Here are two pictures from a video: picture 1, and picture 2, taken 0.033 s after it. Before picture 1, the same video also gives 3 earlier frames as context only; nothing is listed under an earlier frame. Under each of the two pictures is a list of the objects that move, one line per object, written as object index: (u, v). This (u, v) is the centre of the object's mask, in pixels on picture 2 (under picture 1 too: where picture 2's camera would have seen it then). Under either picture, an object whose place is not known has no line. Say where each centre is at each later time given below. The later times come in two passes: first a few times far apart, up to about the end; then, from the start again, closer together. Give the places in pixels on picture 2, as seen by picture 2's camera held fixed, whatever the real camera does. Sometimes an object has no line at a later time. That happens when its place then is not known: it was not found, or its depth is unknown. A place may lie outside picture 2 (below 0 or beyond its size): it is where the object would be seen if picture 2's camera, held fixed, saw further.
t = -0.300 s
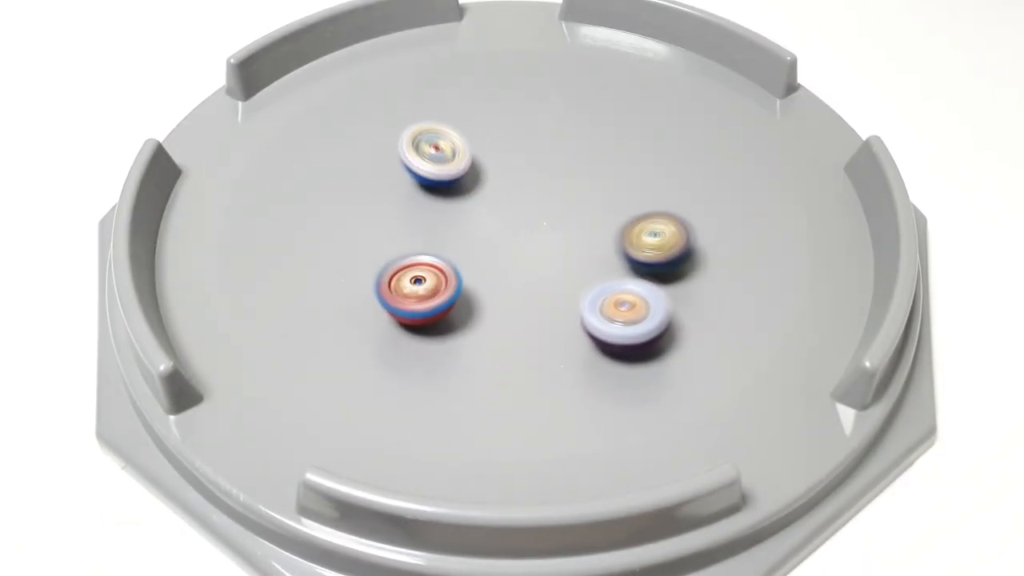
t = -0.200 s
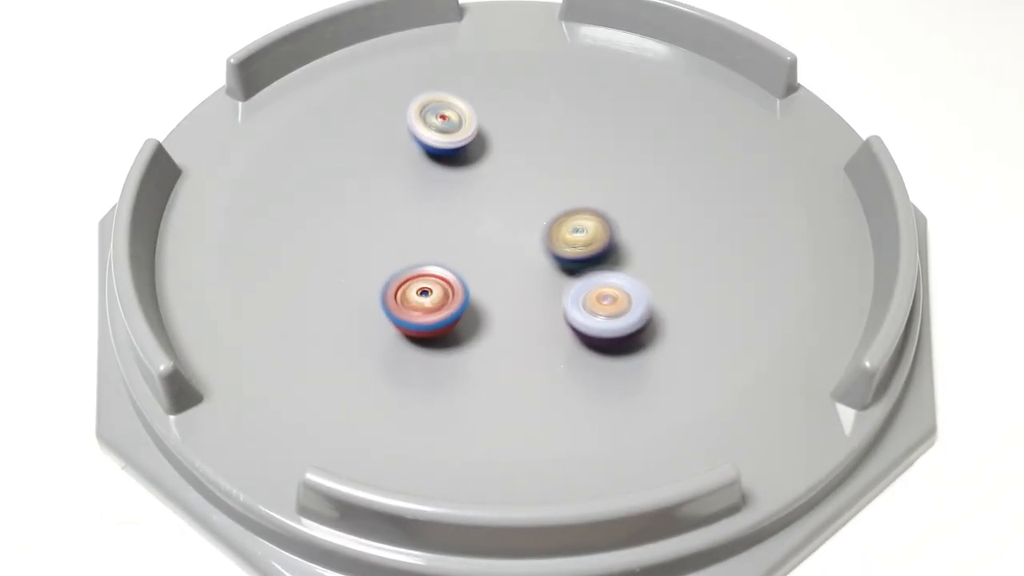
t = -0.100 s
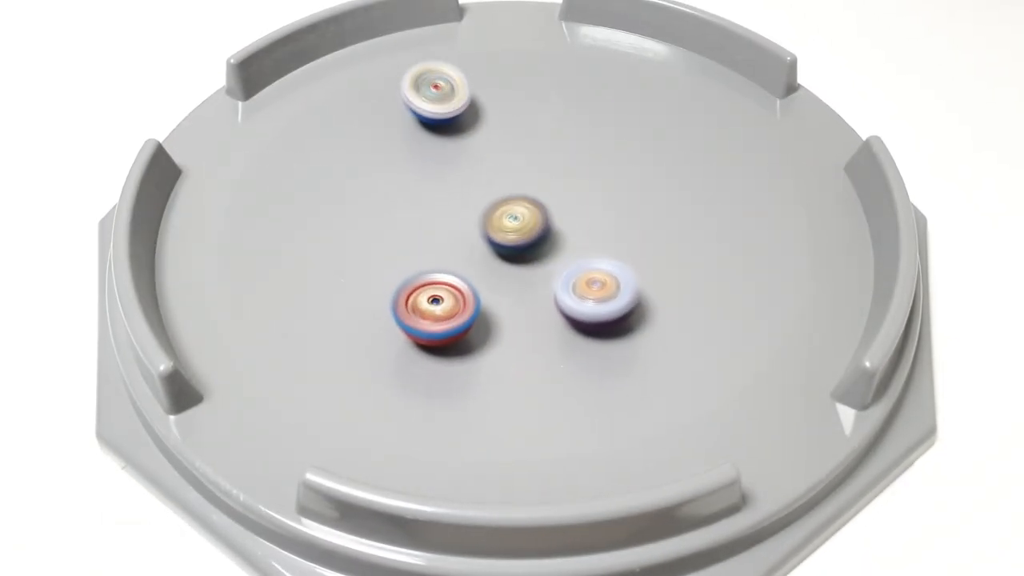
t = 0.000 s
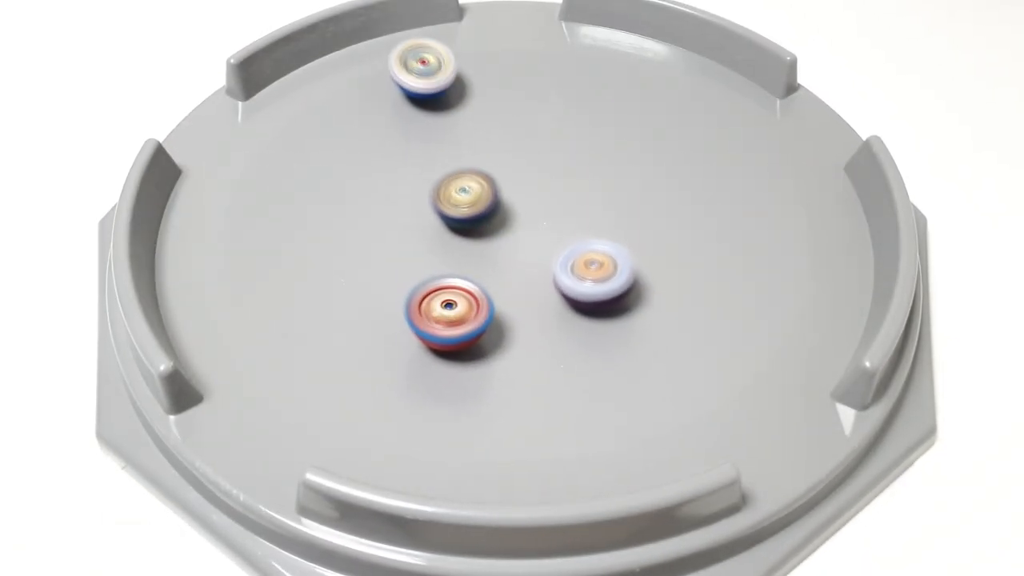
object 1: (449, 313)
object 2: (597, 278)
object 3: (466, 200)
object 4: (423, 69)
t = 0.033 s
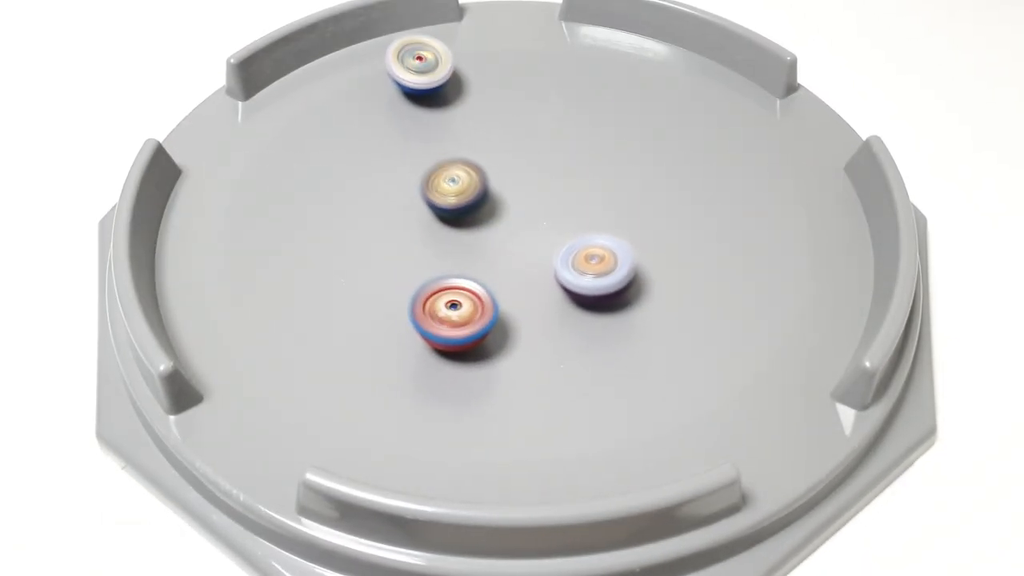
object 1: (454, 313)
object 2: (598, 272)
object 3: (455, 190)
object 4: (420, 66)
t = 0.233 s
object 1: (484, 306)
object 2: (618, 244)
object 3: (423, 138)
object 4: (419, 77)
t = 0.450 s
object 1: (506, 285)
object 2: (638, 218)
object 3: (447, 224)
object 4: (432, 52)
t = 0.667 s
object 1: (584, 277)
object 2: (639, 195)
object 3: (380, 245)
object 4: (445, 76)
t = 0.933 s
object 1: (657, 233)
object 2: (617, 174)
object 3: (333, 220)
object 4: (545, 102)
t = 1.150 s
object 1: (688, 190)
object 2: (585, 171)
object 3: (369, 210)
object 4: (589, 107)
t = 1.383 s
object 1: (798, 134)
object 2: (471, 147)
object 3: (443, 219)
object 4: (594, 120)
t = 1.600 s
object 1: (820, 126)
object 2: (422, 105)
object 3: (521, 231)
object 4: (591, 143)
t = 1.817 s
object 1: (821, 135)
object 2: (448, 73)
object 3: (564, 236)
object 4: (595, 182)
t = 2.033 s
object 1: (792, 148)
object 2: (500, 106)
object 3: (502, 352)
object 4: (604, 162)
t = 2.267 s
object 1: (690, 161)
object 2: (492, 178)
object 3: (440, 377)
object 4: (581, 157)
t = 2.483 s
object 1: (643, 222)
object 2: (456, 233)
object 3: (430, 328)
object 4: (477, 135)
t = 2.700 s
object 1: (609, 293)
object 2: (378, 236)
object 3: (502, 318)
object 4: (370, 137)
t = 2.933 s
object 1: (745, 318)
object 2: (338, 219)
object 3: (405, 295)
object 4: (344, 151)
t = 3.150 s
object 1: (785, 290)
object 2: (386, 227)
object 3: (423, 288)
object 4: (289, 99)
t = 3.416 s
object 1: (738, 253)
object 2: (475, 250)
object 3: (525, 328)
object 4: (399, 96)
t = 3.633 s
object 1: (626, 219)
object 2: (534, 240)
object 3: (588, 334)
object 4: (503, 111)
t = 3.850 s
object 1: (637, 172)
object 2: (459, 257)
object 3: (622, 303)
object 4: (596, 120)
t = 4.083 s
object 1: (658, 199)
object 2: (411, 243)
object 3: (636, 257)
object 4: (645, 125)
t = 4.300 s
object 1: (676, 211)
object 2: (406, 226)
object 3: (581, 267)
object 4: (653, 141)
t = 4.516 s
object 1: (660, 226)
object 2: (425, 211)
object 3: (524, 244)
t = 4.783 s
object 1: (582, 299)
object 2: (368, 160)
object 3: (598, 233)
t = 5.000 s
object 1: (505, 339)
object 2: (395, 141)
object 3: (640, 237)
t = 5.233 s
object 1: (445, 342)
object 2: (369, 112)
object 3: (648, 237)
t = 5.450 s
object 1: (411, 309)
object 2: (382, 96)
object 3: (629, 223)
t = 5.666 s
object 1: (390, 247)
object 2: (426, 125)
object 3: (686, 271)
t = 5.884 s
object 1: (380, 211)
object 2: (410, 133)
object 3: (655, 294)
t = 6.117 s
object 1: (381, 299)
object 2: (456, 107)
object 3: (594, 284)
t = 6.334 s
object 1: (440, 351)
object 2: (501, 113)
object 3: (556, 259)
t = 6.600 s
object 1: (550, 347)
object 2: (556, 144)
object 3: (502, 229)
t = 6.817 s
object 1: (614, 295)
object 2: (595, 166)
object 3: (476, 207)
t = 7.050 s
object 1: (655, 255)
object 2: (635, 193)
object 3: (476, 193)
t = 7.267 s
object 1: (688, 258)
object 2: (643, 189)
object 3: (442, 175)
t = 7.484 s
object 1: (685, 257)
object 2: (628, 181)
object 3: (430, 167)
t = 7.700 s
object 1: (644, 249)
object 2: (590, 180)
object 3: (425, 168)
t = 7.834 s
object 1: (600, 240)
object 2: (562, 179)
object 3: (434, 174)
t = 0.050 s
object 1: (456, 313)
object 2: (598, 269)
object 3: (450, 184)
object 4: (418, 64)
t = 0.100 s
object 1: (464, 313)
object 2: (602, 262)
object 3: (439, 171)
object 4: (416, 64)
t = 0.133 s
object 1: (469, 312)
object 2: (605, 257)
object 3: (433, 162)
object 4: (416, 66)
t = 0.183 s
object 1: (477, 309)
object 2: (611, 250)
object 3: (427, 150)
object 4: (417, 71)
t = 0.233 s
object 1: (484, 306)
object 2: (618, 244)
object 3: (423, 138)
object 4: (419, 77)
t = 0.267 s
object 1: (488, 303)
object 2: (622, 239)
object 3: (422, 133)
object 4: (423, 78)
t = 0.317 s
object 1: (494, 299)
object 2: (628, 234)
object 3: (430, 158)
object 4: (423, 66)
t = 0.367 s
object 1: (498, 294)
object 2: (633, 228)
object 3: (437, 185)
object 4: (426, 55)
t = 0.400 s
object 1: (502, 290)
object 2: (635, 223)
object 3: (441, 202)
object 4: (428, 52)
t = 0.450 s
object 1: (506, 285)
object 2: (638, 218)
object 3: (447, 224)
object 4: (432, 52)
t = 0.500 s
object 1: (511, 279)
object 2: (640, 212)
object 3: (449, 243)
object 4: (435, 55)
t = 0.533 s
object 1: (525, 280)
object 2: (641, 209)
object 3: (444, 251)
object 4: (437, 60)
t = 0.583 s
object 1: (550, 283)
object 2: (641, 204)
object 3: (417, 249)
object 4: (437, 67)
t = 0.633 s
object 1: (571, 280)
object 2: (640, 198)
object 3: (394, 247)
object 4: (440, 73)
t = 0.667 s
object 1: (584, 277)
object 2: (639, 195)
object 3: (380, 245)
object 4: (445, 76)
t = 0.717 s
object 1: (602, 272)
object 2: (637, 191)
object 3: (363, 242)
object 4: (458, 82)
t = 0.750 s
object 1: (612, 266)
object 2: (635, 188)
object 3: (354, 239)
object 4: (471, 85)
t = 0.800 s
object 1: (627, 258)
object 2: (631, 184)
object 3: (343, 234)
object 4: (490, 90)
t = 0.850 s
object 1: (640, 249)
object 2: (627, 181)
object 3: (336, 228)
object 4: (512, 95)
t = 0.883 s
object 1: (647, 243)
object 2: (623, 178)
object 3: (334, 225)
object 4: (525, 98)
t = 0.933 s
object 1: (657, 233)
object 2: (617, 174)
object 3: (333, 220)
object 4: (545, 102)
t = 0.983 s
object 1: (664, 222)
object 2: (611, 172)
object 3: (337, 216)
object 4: (562, 106)
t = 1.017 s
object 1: (667, 215)
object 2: (608, 170)
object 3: (341, 214)
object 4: (572, 108)
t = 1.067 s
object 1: (669, 204)
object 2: (603, 168)
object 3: (349, 212)
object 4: (582, 110)
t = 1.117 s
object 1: (671, 194)
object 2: (600, 171)
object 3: (360, 211)
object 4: (585, 109)
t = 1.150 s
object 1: (688, 190)
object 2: (585, 171)
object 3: (369, 210)
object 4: (589, 107)
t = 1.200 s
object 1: (726, 184)
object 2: (548, 169)
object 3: (384, 211)
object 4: (593, 107)
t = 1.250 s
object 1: (755, 171)
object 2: (520, 165)
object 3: (400, 212)
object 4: (595, 109)
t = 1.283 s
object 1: (771, 160)
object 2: (506, 162)
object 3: (411, 213)
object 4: (595, 111)
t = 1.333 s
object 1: (787, 143)
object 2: (488, 155)
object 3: (427, 215)
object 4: (595, 115)
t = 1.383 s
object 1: (798, 134)
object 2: (471, 147)
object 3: (443, 219)
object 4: (594, 120)
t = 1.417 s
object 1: (804, 130)
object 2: (459, 142)
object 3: (455, 222)
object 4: (593, 124)
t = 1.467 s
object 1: (810, 128)
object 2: (444, 132)
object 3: (473, 225)
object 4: (591, 129)
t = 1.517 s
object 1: (815, 127)
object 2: (434, 123)
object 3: (492, 228)
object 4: (590, 135)
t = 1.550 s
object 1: (817, 126)
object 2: (428, 115)
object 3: (504, 230)
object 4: (590, 139)
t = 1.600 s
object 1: (820, 126)
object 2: (422, 105)
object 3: (521, 231)
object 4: (591, 143)
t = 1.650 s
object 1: (823, 128)
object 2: (421, 94)
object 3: (536, 232)
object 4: (594, 147)
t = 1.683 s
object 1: (825, 129)
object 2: (423, 88)
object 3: (543, 232)
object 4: (597, 149)
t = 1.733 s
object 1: (824, 131)
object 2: (429, 80)
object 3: (553, 233)
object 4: (599, 160)
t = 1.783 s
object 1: (823, 132)
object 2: (440, 75)
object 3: (559, 235)
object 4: (597, 173)
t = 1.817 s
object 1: (821, 135)
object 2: (448, 73)
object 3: (564, 236)
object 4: (595, 182)
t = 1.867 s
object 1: (817, 138)
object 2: (462, 74)
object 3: (556, 254)
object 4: (599, 182)
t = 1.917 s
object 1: (811, 140)
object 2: (476, 79)
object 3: (538, 292)
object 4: (605, 173)
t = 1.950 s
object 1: (806, 142)
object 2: (484, 85)
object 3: (527, 311)
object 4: (606, 169)
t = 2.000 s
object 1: (798, 146)
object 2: (495, 98)
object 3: (510, 335)
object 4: (605, 165)
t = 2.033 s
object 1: (792, 148)
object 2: (500, 106)
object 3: (502, 352)
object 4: (604, 162)
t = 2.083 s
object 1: (780, 152)
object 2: (505, 121)
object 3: (486, 368)
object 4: (600, 161)
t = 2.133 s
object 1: (761, 153)
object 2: (505, 136)
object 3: (471, 377)
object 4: (595, 158)
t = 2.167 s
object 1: (746, 154)
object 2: (502, 146)
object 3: (462, 381)
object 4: (592, 158)
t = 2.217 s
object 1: (720, 156)
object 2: (497, 161)
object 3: (451, 382)
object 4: (587, 157)
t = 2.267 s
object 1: (690, 161)
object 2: (492, 178)
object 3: (440, 377)
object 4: (581, 157)
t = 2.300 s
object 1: (669, 165)
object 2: (490, 189)
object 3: (435, 371)
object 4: (578, 156)
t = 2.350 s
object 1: (649, 176)
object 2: (486, 205)
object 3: (430, 363)
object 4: (562, 153)
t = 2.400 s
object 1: (651, 195)
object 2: (477, 217)
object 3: (427, 351)
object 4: (525, 143)
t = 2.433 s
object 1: (648, 205)
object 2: (470, 224)
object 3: (427, 341)
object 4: (505, 139)
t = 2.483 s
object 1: (643, 222)
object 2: (456, 233)
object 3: (430, 328)
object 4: (477, 135)
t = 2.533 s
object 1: (635, 238)
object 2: (441, 242)
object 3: (436, 314)
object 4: (449, 132)
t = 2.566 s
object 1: (630, 249)
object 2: (430, 244)
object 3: (442, 304)
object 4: (431, 132)
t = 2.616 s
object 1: (622, 267)
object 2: (410, 242)
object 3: (464, 311)
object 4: (405, 131)
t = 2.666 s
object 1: (614, 283)
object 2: (389, 238)
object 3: (487, 316)
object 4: (383, 134)
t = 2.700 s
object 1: (609, 293)
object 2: (378, 236)
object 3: (502, 318)
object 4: (370, 137)
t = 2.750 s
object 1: (618, 307)
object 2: (361, 232)
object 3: (508, 319)
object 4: (355, 144)
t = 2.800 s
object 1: (664, 315)
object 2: (349, 224)
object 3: (471, 316)
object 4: (346, 153)
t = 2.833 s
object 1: (686, 318)
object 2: (344, 219)
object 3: (450, 313)
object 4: (344, 155)
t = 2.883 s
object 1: (719, 320)
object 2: (339, 220)
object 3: (425, 306)
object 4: (343, 154)
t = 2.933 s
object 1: (745, 318)
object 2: (338, 219)
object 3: (405, 295)
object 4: (344, 151)
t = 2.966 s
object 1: (759, 316)
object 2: (341, 219)
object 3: (397, 288)
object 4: (342, 150)
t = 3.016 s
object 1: (774, 309)
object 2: (345, 214)
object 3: (386, 275)
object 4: (339, 149)
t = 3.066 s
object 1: (782, 302)
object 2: (351, 208)
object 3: (385, 265)
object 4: (333, 149)
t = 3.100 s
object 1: (784, 297)
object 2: (360, 210)
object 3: (401, 276)
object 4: (318, 136)
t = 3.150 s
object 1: (785, 290)
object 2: (386, 227)
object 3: (423, 288)
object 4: (289, 99)
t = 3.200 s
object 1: (781, 283)
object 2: (408, 237)
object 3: (442, 297)
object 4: (274, 77)
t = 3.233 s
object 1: (778, 279)
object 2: (421, 242)
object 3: (454, 301)
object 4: (289, 73)
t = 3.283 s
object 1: (772, 273)
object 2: (438, 249)
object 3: (470, 306)
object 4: (320, 84)
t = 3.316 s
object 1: (765, 268)
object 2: (448, 252)
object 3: (481, 309)
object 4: (341, 89)
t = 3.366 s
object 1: (753, 262)
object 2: (460, 253)
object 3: (505, 321)
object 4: (371, 92)
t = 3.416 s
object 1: (738, 253)
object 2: (475, 250)
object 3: (525, 328)
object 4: (399, 96)
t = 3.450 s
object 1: (724, 247)
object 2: (485, 248)
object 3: (538, 331)
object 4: (415, 98)
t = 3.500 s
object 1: (702, 239)
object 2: (500, 246)
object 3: (554, 335)
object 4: (438, 101)
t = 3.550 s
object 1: (676, 230)
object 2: (513, 243)
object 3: (569, 336)
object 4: (462, 104)
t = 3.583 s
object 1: (657, 226)
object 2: (522, 242)
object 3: (577, 335)
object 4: (478, 106)
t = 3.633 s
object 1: (626, 219)
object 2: (534, 240)
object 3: (588, 334)
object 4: (503, 111)
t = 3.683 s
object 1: (619, 205)
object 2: (524, 246)
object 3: (598, 329)
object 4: (531, 116)
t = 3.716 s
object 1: (626, 192)
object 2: (506, 251)
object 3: (603, 324)
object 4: (548, 120)
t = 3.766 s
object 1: (627, 174)
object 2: (485, 256)
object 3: (610, 318)
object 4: (572, 127)
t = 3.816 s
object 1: (633, 168)
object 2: (469, 256)
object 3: (618, 309)
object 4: (589, 122)
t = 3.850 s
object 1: (637, 172)
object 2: (459, 257)
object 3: (622, 303)
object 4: (596, 120)
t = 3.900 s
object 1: (642, 175)
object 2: (445, 256)
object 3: (626, 294)
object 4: (603, 121)
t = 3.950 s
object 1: (647, 176)
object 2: (433, 253)
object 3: (631, 283)
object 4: (615, 121)
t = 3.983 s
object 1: (649, 177)
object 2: (425, 251)
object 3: (633, 277)
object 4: (623, 124)
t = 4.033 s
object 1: (652, 184)
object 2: (417, 248)
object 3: (635, 266)
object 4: (636, 126)
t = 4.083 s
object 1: (658, 199)
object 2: (411, 243)
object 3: (636, 257)
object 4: (645, 125)
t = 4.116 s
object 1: (666, 200)
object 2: (408, 240)
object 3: (629, 262)
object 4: (649, 125)
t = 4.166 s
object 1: (672, 203)
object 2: (405, 236)
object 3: (614, 268)
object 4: (653, 128)
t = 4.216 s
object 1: (674, 206)
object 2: (405, 232)
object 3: (602, 270)
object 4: (654, 132)
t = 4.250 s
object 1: (676, 208)
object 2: (405, 229)
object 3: (593, 270)
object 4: (654, 136)
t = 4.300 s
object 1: (676, 211)
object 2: (406, 226)
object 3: (581, 267)
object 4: (653, 141)
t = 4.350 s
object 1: (675, 215)
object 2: (408, 223)
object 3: (567, 263)
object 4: (651, 147)
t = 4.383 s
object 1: (673, 217)
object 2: (410, 220)
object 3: (558, 260)
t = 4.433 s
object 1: (669, 221)
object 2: (414, 216)
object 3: (546, 254)
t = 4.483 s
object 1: (665, 224)
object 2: (421, 214)
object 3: (532, 248)
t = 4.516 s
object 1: (660, 226)
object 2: (425, 211)
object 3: (524, 244)
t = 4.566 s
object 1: (650, 237)
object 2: (429, 206)
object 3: (510, 237)
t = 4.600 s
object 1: (641, 249)
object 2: (434, 205)
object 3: (502, 232)
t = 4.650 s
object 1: (627, 264)
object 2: (414, 192)
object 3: (530, 230)
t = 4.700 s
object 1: (610, 278)
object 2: (389, 178)
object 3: (562, 231)
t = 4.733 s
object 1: (599, 286)
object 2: (376, 169)
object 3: (579, 229)
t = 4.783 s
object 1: (582, 299)
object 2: (368, 160)
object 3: (598, 233)
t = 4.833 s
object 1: (564, 311)
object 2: (370, 154)
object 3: (612, 233)
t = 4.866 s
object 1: (552, 318)
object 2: (372, 151)
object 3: (620, 234)
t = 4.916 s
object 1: (534, 327)
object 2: (380, 146)
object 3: (629, 237)
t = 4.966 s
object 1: (517, 335)
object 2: (388, 143)
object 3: (636, 236)
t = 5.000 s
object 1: (505, 339)
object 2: (395, 141)
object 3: (640, 237)
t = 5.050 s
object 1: (489, 344)
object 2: (405, 138)
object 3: (644, 238)
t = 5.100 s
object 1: (474, 346)
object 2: (399, 132)
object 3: (646, 238)
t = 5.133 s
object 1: (466, 346)
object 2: (387, 128)
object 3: (647, 238)
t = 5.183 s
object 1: (455, 345)
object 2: (373, 119)
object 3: (648, 238)
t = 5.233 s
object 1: (445, 342)
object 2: (369, 112)
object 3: (648, 237)
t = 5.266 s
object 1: (439, 339)
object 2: (368, 109)
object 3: (646, 235)
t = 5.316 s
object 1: (431, 333)
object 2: (367, 102)
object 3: (643, 233)
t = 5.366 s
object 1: (423, 326)
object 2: (370, 98)
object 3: (639, 230)
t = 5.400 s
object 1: (418, 320)
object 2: (373, 96)
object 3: (636, 227)
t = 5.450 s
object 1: (411, 309)
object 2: (382, 96)
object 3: (629, 223)
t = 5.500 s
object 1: (405, 296)
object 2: (393, 99)
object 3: (625, 222)
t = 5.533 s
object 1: (401, 287)
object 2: (400, 101)
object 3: (646, 237)
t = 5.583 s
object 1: (397, 272)
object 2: (411, 109)
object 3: (671, 254)
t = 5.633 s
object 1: (393, 257)
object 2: (420, 118)
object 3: (682, 265)
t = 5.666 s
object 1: (390, 247)
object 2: (426, 125)
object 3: (686, 271)
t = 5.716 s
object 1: (388, 231)
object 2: (420, 132)
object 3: (686, 279)
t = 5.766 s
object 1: (388, 216)
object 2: (410, 139)
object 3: (680, 285)
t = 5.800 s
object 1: (388, 205)
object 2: (409, 144)
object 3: (675, 289)
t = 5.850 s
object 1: (386, 196)
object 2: (407, 144)
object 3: (664, 292)
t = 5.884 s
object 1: (380, 211)
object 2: (410, 133)
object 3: (655, 294)
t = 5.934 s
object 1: (372, 236)
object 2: (421, 120)
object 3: (642, 294)
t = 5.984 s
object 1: (372, 256)
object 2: (430, 113)
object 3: (628, 293)
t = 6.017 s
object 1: (373, 268)
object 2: (436, 110)
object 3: (620, 293)
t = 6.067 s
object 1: (376, 283)
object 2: (446, 108)
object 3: (606, 289)
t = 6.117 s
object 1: (381, 299)
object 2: (456, 107)
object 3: (594, 284)
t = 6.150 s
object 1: (387, 309)
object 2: (463, 107)
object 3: (587, 283)
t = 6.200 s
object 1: (398, 324)
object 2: (473, 108)
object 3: (578, 277)
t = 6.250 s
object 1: (411, 336)
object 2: (484, 110)
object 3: (570, 271)
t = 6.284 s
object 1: (422, 342)
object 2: (492, 112)
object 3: (565, 267)
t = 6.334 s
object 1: (440, 351)
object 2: (501, 113)
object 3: (556, 259)
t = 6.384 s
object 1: (460, 356)
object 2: (512, 117)
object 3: (547, 253)
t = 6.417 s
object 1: (474, 358)
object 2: (520, 123)
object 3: (541, 248)
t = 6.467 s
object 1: (496, 360)
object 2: (530, 128)
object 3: (531, 241)
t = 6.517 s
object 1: (516, 357)
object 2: (540, 135)
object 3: (518, 237)
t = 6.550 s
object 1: (531, 354)
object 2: (546, 138)
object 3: (511, 234)
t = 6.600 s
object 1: (550, 347)
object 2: (556, 144)
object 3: (502, 229)
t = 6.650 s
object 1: (569, 337)
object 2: (565, 149)
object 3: (491, 223)
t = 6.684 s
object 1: (580, 330)
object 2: (571, 153)
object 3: (487, 219)
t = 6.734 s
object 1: (595, 318)
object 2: (580, 158)
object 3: (482, 214)
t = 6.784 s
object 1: (607, 305)
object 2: (589, 163)
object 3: (478, 210)
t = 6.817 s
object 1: (614, 295)
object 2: (595, 166)
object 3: (476, 207)
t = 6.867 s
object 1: (623, 279)
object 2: (606, 173)
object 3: (475, 203)
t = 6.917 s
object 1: (633, 273)
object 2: (614, 180)
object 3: (477, 200)
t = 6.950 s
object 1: (640, 269)
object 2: (620, 184)
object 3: (477, 199)
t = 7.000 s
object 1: (649, 262)
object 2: (627, 190)
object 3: (478, 195)
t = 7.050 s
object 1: (655, 255)
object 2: (635, 193)
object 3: (476, 193)
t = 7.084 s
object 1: (658, 250)
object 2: (639, 194)
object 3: (467, 188)
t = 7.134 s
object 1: (668, 251)
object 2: (640, 193)
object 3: (454, 182)
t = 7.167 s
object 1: (675, 254)
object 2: (641, 192)
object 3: (451, 179)
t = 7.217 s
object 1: (683, 257)
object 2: (644, 191)
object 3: (446, 176)
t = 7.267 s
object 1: (688, 258)
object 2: (643, 189)
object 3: (442, 175)
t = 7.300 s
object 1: (691, 258)
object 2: (643, 188)
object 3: (443, 173)
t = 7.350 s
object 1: (692, 258)
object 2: (640, 186)
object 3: (442, 173)
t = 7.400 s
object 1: (691, 258)
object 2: (637, 184)
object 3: (440, 172)
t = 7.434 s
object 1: (690, 258)
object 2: (634, 183)
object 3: (436, 170)
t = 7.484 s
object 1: (685, 257)
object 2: (628, 181)
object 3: (430, 167)
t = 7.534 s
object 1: (680, 257)
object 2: (621, 180)
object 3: (425, 166)
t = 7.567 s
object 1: (676, 256)
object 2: (617, 180)
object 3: (424, 166)
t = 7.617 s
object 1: (667, 254)
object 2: (607, 180)
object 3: (424, 167)
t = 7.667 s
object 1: (655, 251)
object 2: (597, 180)
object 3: (424, 168)
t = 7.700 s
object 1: (644, 249)
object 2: (590, 180)
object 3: (425, 168)
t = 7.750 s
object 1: (629, 246)
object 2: (579, 180)
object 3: (428, 170)
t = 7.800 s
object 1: (611, 242)
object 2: (570, 181)
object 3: (430, 173)
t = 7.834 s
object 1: (600, 240)
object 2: (562, 179)
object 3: (434, 174)
